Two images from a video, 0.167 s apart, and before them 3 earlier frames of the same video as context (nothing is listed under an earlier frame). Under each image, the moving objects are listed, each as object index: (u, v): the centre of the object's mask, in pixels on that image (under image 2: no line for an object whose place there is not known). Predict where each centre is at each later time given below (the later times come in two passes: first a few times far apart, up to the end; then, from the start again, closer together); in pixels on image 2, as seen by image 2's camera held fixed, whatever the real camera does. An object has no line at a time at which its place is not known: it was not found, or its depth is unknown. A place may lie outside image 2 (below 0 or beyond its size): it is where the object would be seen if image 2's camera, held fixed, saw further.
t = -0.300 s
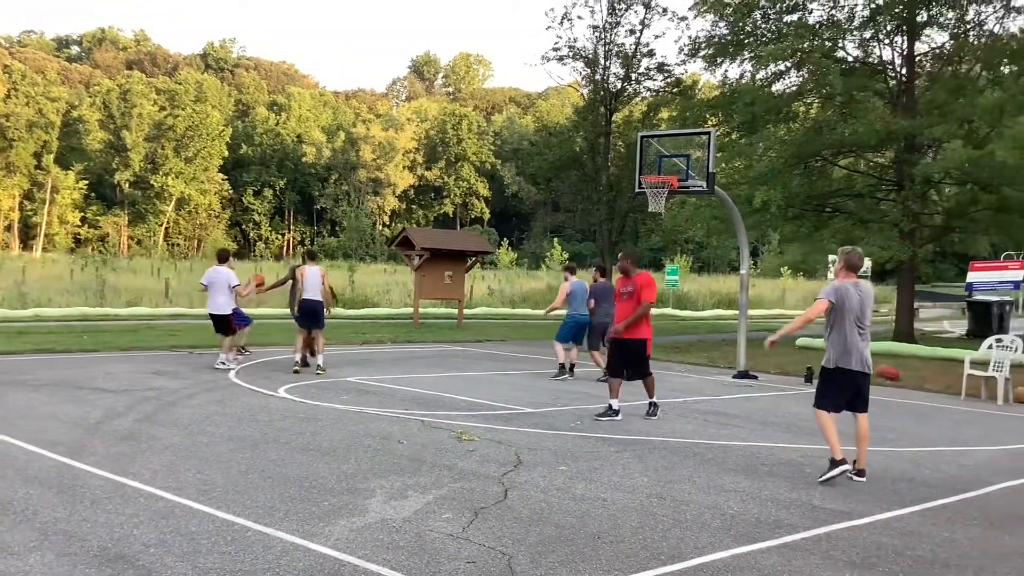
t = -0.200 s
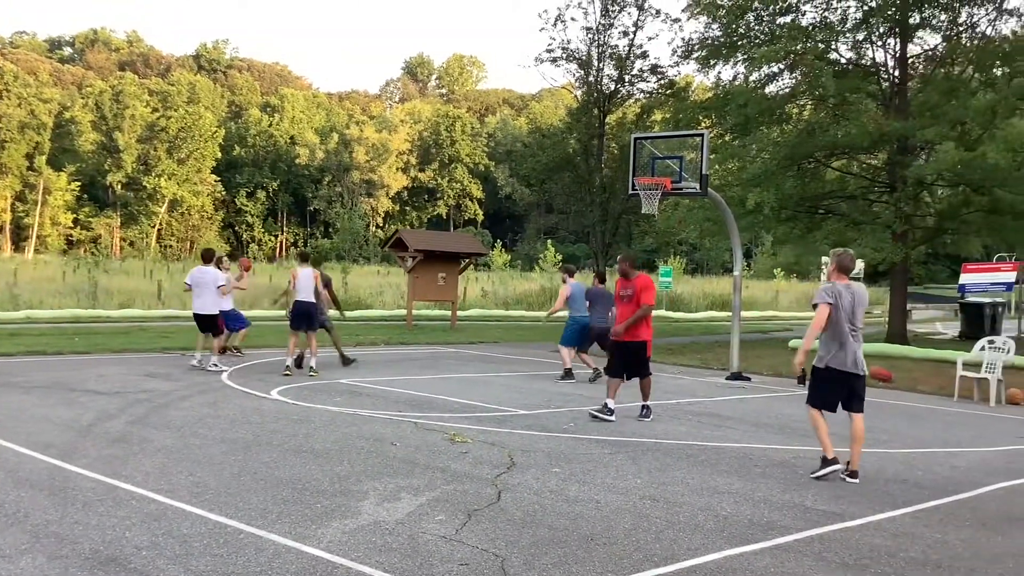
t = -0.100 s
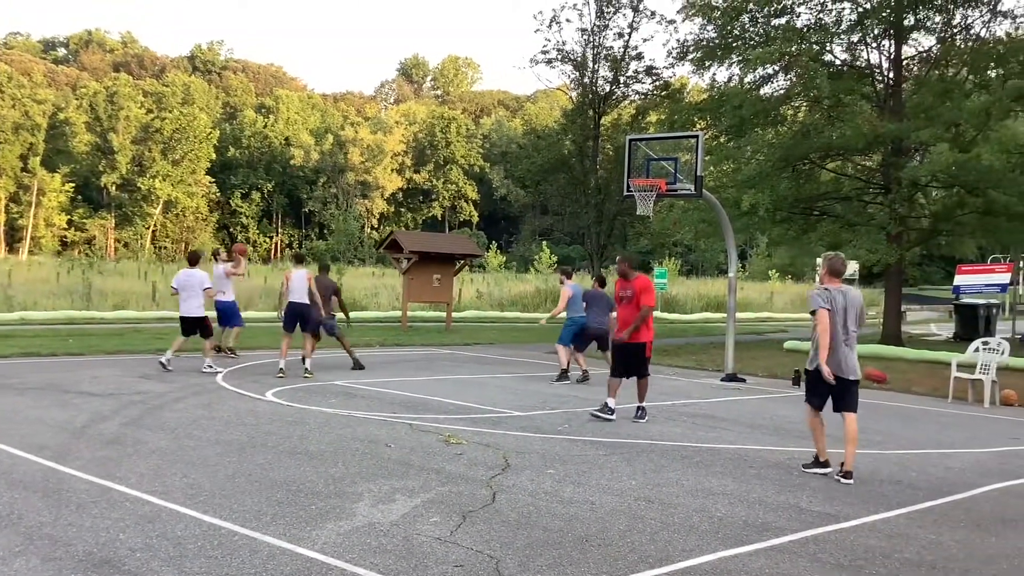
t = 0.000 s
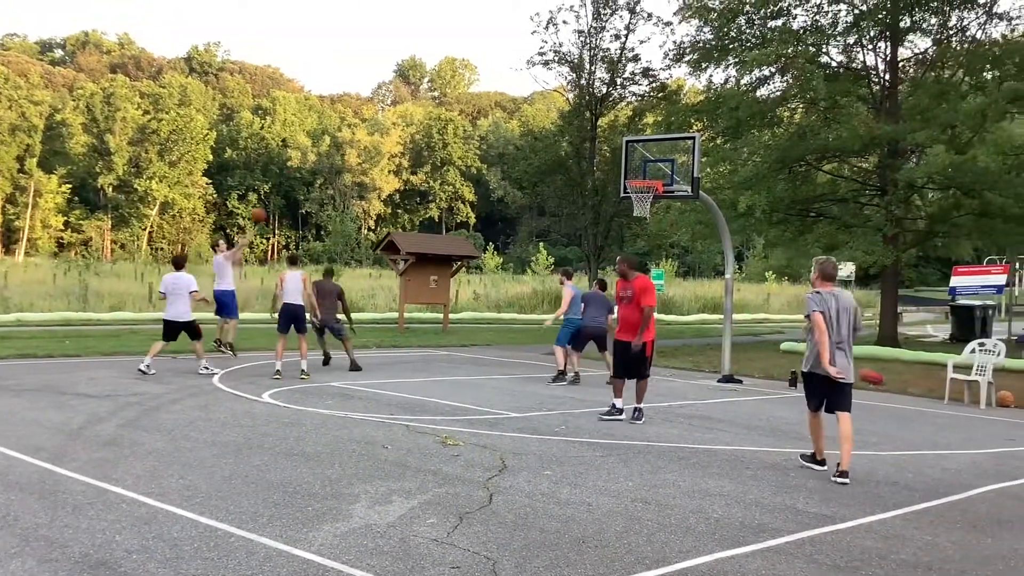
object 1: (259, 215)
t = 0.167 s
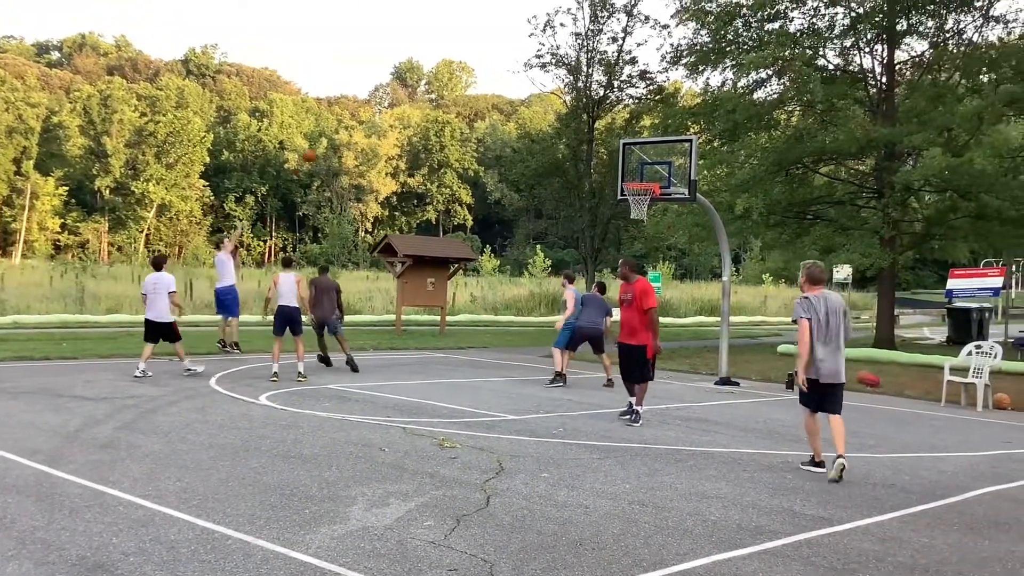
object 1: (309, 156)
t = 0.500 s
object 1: (416, 82)
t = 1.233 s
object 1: (626, 146)
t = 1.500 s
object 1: (619, 213)
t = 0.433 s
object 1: (395, 91)
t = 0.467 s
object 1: (405, 86)
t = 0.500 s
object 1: (416, 82)
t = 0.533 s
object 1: (427, 77)
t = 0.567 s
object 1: (437, 75)
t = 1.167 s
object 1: (627, 138)
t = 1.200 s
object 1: (627, 141)
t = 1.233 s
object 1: (626, 146)
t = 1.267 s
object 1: (625, 152)
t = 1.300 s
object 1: (624, 158)
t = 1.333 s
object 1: (623, 164)
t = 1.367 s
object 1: (623, 173)
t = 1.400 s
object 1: (622, 181)
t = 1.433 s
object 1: (620, 190)
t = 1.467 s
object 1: (619, 200)
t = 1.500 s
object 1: (619, 213)
